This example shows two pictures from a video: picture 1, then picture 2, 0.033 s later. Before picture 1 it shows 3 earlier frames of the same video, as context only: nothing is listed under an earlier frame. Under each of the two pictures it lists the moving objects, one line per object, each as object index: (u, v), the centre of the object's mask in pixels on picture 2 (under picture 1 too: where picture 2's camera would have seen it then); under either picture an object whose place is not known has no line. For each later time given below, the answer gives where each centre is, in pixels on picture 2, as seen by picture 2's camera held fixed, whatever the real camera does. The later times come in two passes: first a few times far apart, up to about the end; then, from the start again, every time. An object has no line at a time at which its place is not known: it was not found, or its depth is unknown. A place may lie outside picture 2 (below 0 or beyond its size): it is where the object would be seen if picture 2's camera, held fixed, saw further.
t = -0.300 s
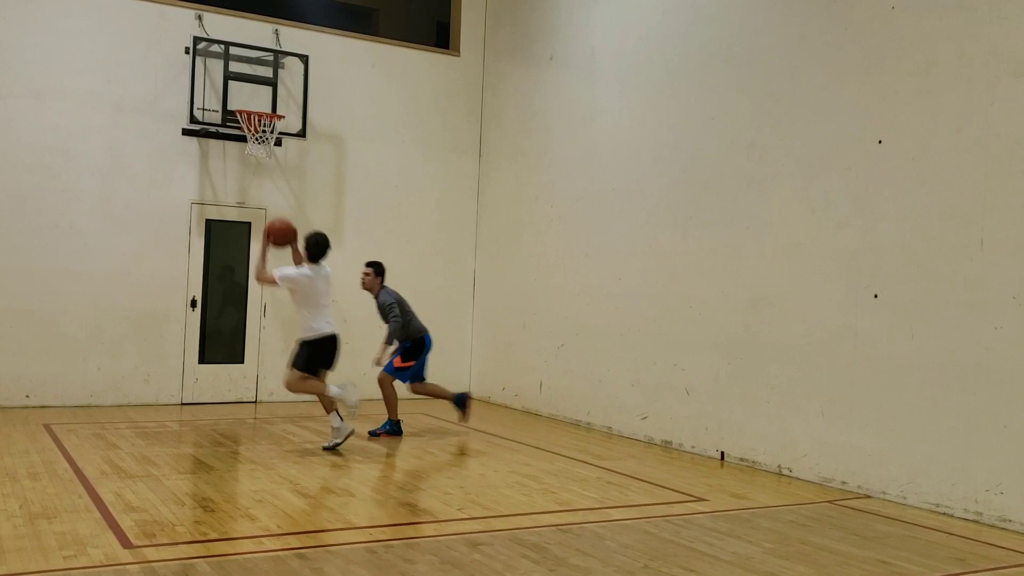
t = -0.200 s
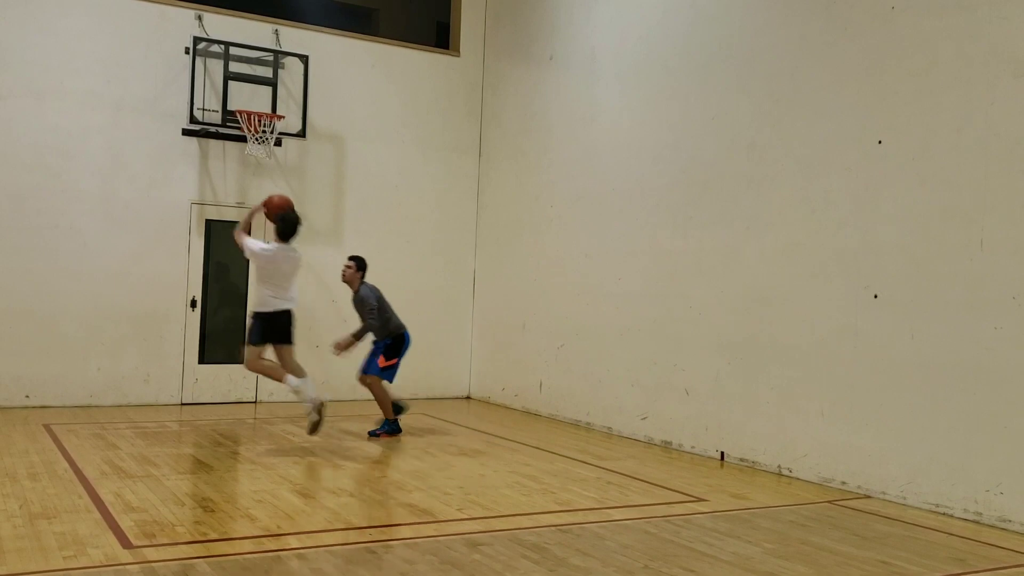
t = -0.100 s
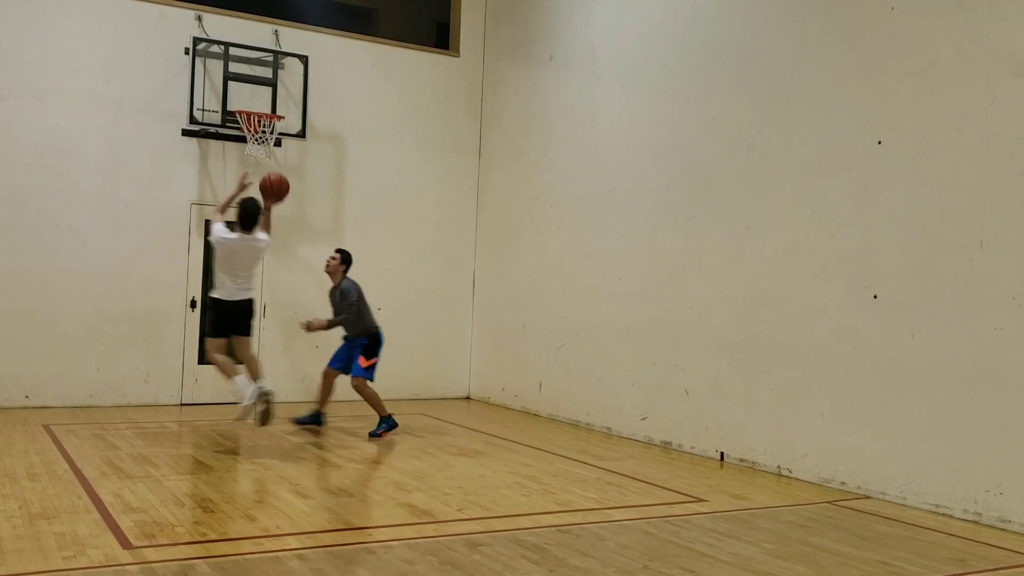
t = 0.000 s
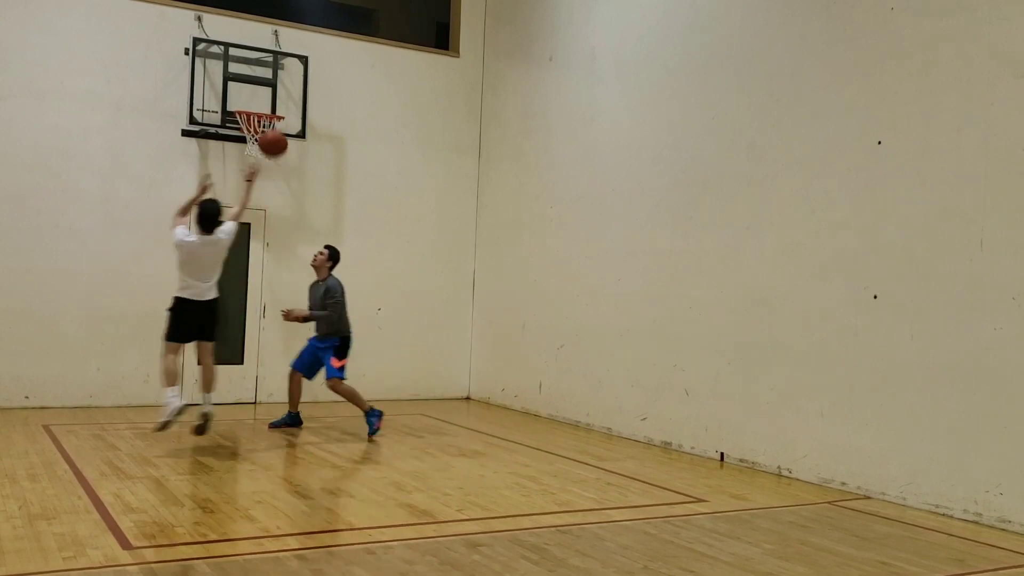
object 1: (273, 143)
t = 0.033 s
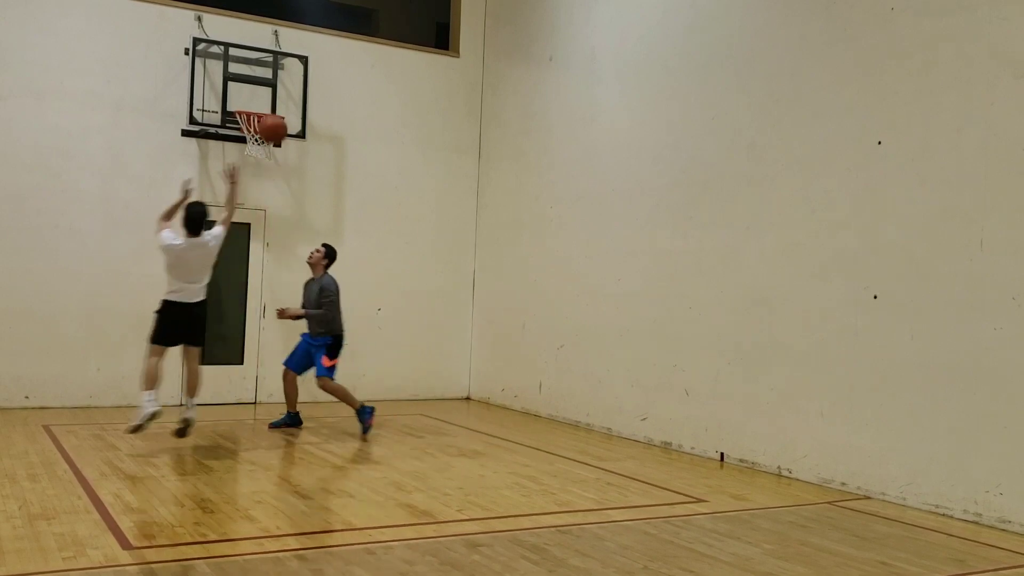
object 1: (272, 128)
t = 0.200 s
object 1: (271, 83)
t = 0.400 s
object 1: (268, 71)
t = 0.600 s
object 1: (264, 99)
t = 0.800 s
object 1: (266, 73)
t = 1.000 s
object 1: (268, 69)
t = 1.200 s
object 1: (268, 103)
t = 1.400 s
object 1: (275, 82)
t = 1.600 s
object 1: (282, 93)
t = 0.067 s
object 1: (273, 117)
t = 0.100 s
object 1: (272, 107)
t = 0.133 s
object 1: (272, 97)
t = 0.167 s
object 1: (272, 89)
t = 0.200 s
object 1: (271, 83)
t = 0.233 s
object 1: (271, 78)
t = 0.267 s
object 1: (270, 74)
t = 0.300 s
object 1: (270, 72)
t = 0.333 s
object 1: (269, 71)
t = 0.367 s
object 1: (269, 71)
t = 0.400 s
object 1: (268, 71)
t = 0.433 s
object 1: (268, 73)
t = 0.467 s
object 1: (267, 76)
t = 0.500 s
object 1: (267, 80)
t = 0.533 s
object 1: (266, 86)
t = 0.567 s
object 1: (265, 91)
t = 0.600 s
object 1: (264, 99)
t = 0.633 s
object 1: (264, 103)
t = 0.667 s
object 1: (265, 96)
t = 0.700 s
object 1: (265, 88)
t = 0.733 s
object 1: (265, 82)
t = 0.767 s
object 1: (266, 77)
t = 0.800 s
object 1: (266, 73)
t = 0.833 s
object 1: (267, 70)
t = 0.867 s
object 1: (267, 68)
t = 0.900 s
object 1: (267, 67)
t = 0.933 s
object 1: (267, 67)
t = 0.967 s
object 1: (268, 68)
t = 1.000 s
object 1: (268, 69)
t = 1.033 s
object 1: (268, 72)
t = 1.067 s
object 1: (268, 77)
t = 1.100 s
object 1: (268, 82)
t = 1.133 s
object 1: (268, 88)
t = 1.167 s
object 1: (268, 95)
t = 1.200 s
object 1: (268, 103)
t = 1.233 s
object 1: (269, 101)
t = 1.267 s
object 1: (270, 94)
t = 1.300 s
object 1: (272, 90)
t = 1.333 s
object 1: (273, 86)
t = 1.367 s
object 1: (274, 83)
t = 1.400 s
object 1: (275, 82)
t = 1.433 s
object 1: (276, 81)
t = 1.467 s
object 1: (278, 81)
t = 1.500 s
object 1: (279, 83)
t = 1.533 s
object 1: (280, 85)
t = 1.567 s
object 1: (281, 89)
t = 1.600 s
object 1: (282, 93)
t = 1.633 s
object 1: (283, 99)
